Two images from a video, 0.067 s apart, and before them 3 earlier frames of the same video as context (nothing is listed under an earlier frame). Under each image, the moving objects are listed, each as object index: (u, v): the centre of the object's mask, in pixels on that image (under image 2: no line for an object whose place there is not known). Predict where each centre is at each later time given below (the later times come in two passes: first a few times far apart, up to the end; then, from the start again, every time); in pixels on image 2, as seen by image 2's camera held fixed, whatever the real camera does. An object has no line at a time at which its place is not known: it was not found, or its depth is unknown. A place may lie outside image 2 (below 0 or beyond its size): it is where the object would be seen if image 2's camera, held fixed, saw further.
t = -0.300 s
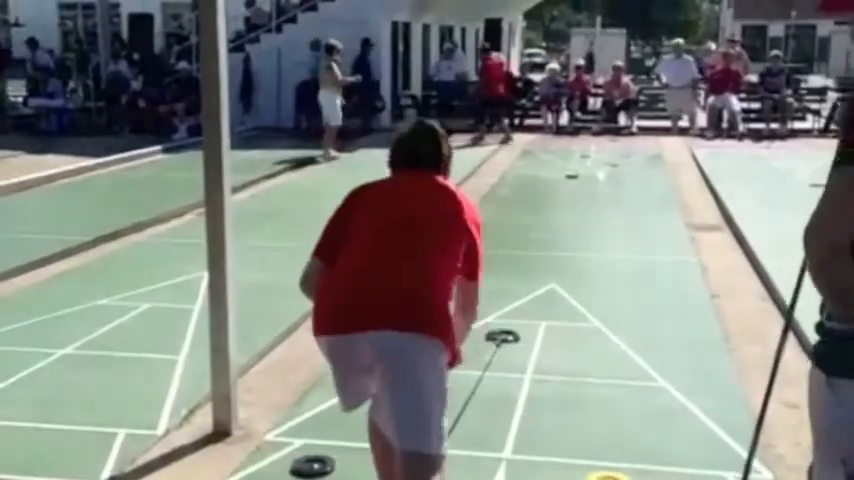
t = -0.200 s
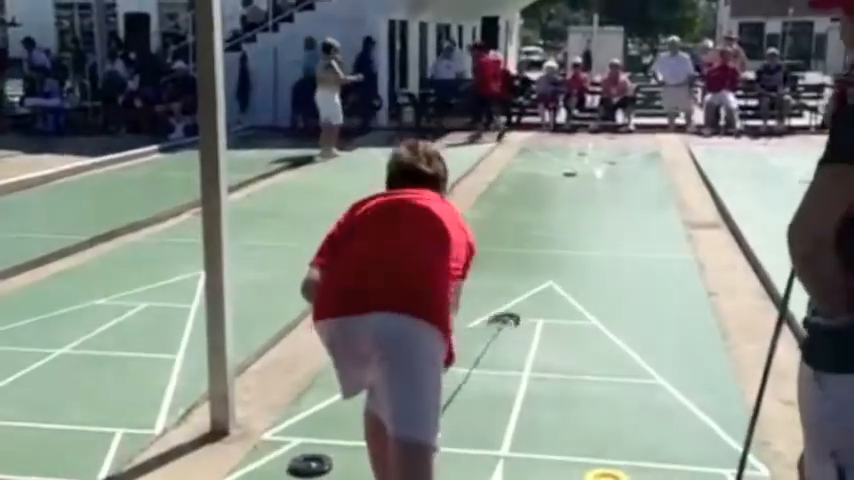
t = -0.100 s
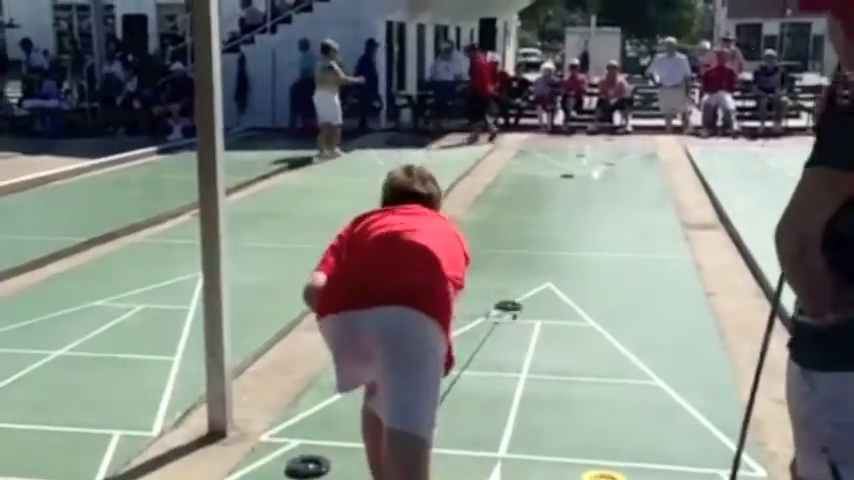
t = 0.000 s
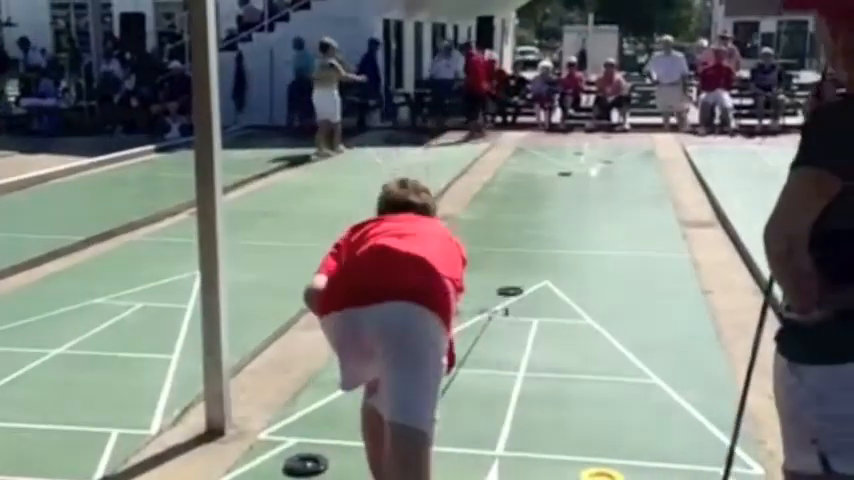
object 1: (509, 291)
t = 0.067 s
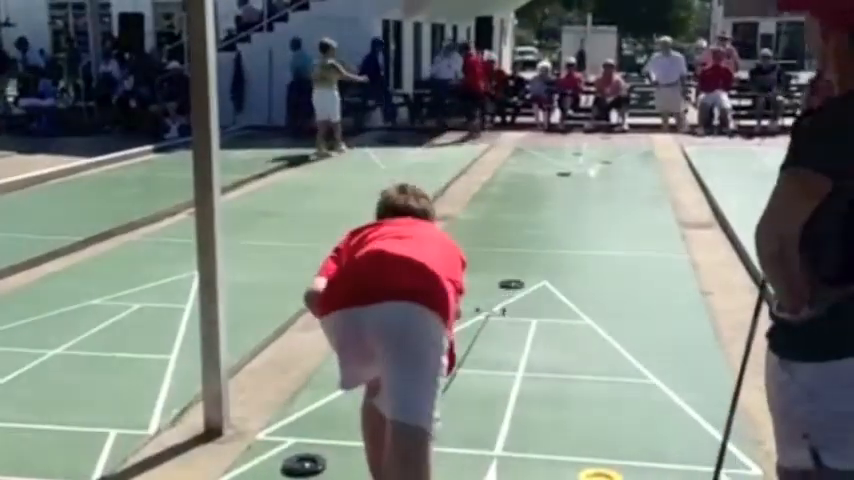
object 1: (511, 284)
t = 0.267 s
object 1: (518, 264)
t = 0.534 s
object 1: (525, 243)
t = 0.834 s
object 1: (531, 225)
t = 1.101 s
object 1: (536, 212)
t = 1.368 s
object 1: (540, 201)
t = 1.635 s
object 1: (543, 193)
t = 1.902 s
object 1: (547, 184)
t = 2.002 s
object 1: (548, 181)
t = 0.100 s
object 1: (512, 280)
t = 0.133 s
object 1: (513, 277)
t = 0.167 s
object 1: (515, 273)
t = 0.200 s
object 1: (515, 270)
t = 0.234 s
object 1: (517, 267)
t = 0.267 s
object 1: (518, 264)
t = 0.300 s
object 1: (519, 261)
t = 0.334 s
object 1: (519, 258)
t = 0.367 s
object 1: (520, 256)
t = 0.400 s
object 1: (522, 253)
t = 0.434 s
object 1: (523, 250)
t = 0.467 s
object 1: (523, 248)
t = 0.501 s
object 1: (524, 245)
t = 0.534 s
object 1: (525, 243)
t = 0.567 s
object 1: (526, 241)
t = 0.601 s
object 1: (527, 238)
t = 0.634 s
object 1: (527, 236)
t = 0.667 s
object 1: (528, 234)
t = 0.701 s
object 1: (529, 232)
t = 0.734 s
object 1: (529, 230)
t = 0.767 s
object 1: (530, 228)
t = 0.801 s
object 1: (530, 227)
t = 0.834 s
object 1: (531, 225)
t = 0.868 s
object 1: (531, 223)
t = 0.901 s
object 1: (532, 221)
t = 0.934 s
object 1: (533, 220)
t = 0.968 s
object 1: (533, 218)
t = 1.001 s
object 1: (534, 217)
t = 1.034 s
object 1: (535, 215)
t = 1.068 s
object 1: (536, 213)
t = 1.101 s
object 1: (536, 212)
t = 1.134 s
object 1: (537, 211)
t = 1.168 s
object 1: (537, 209)
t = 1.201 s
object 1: (538, 207)
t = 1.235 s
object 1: (538, 206)
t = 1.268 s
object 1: (539, 205)
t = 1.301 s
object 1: (539, 204)
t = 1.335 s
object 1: (540, 202)
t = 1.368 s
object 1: (540, 201)
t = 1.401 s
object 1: (540, 199)
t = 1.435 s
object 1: (541, 199)
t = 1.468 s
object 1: (542, 198)
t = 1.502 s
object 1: (542, 197)
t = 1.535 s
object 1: (542, 196)
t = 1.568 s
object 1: (543, 195)
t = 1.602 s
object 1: (542, 194)
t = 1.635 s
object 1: (543, 193)
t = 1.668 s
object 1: (543, 191)
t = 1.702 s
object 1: (545, 190)
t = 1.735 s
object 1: (545, 189)
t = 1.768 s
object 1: (545, 188)
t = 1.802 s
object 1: (546, 187)
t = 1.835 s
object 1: (546, 186)
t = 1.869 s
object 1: (546, 185)
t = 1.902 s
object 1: (547, 184)
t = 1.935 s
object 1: (547, 183)
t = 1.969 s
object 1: (548, 183)
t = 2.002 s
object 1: (548, 181)
